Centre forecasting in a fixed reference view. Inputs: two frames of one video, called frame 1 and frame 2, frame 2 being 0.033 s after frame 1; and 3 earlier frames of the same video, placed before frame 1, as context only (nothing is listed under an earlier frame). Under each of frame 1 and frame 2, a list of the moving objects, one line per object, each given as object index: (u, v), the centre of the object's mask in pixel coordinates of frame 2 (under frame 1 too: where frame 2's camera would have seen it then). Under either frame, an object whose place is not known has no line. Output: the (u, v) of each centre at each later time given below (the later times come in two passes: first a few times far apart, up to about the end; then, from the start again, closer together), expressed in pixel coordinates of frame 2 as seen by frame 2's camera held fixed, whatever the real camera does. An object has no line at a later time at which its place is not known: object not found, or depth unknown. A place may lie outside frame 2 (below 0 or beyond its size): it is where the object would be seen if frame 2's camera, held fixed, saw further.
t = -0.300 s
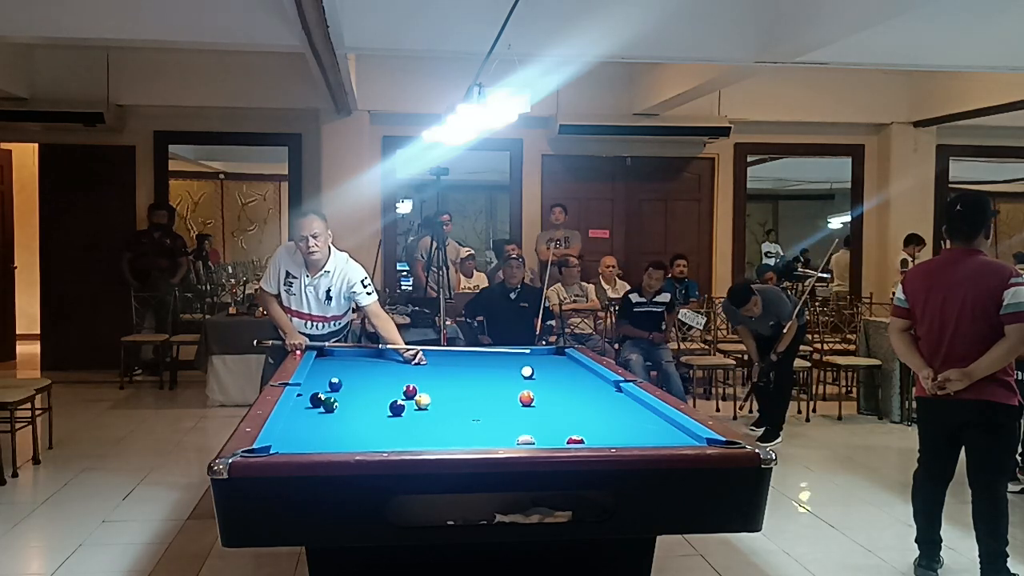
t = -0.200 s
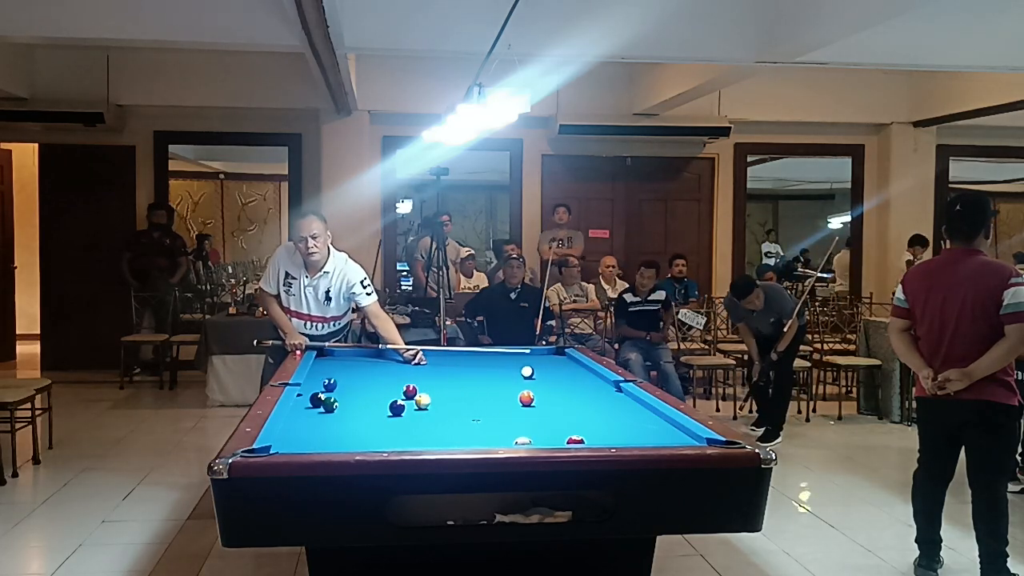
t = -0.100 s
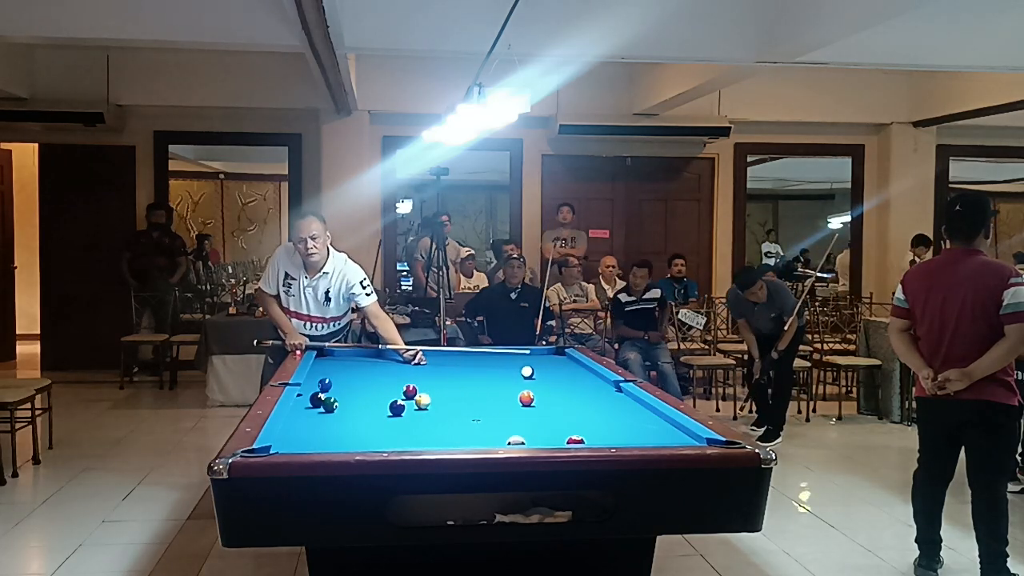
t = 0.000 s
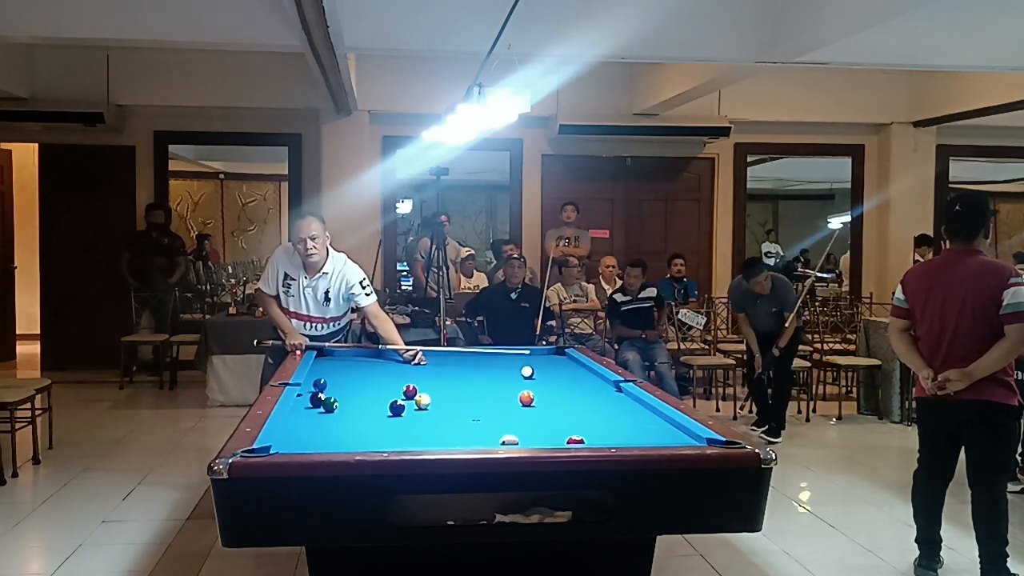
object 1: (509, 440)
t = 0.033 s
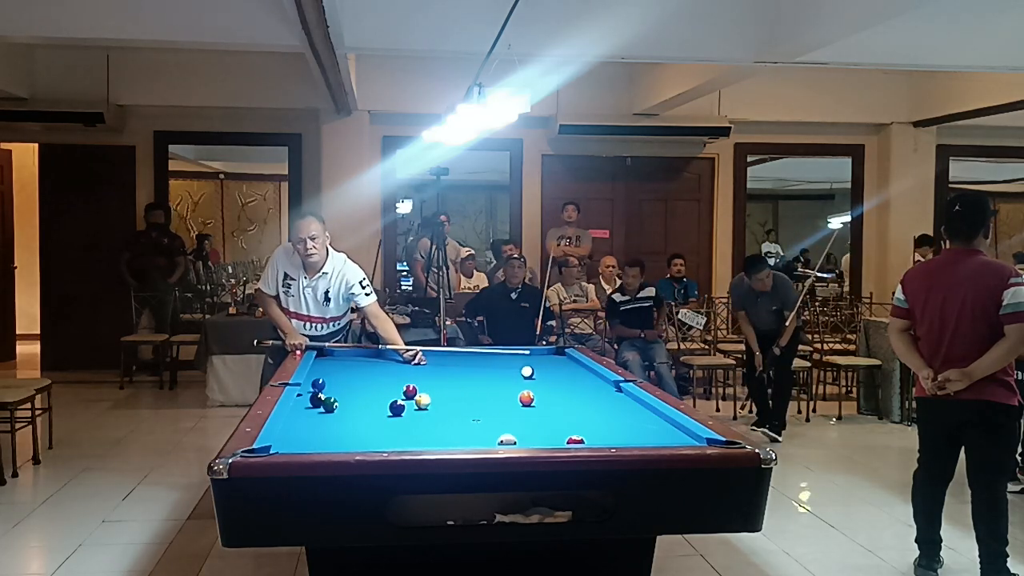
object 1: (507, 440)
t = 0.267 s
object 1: (492, 438)
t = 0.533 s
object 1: (477, 437)
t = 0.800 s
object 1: (464, 435)
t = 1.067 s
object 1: (452, 433)
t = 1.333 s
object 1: (441, 431)
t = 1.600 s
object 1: (433, 429)
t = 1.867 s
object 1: (425, 428)
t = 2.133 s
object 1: (419, 427)
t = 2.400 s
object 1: (414, 426)
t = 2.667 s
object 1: (410, 425)
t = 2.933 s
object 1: (407, 425)
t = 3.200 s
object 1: (406, 425)
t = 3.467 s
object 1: (406, 425)
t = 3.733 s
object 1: (406, 425)
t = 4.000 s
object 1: (406, 425)
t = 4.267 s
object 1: (406, 425)
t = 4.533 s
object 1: (406, 425)
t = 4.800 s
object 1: (406, 425)
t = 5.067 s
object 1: (406, 425)
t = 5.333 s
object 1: (406, 425)
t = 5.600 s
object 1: (406, 425)
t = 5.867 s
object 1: (406, 425)
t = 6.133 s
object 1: (407, 425)
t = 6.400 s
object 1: (406, 425)
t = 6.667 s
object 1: (406, 425)
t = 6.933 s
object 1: (406, 425)
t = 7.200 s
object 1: (407, 425)
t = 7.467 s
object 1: (407, 425)
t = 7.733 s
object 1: (407, 425)
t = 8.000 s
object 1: (406, 425)
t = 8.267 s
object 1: (407, 425)
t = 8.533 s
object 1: (407, 425)
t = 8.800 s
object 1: (406, 425)
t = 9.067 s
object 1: (406, 425)
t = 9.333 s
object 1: (407, 425)
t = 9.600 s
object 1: (407, 425)
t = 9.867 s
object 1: (407, 425)
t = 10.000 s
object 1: (407, 425)
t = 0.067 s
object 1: (505, 440)
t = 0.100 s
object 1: (502, 439)
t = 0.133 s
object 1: (500, 439)
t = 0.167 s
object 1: (498, 439)
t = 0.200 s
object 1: (496, 439)
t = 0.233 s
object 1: (494, 438)
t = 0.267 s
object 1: (492, 438)
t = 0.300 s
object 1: (490, 438)
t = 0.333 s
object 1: (488, 438)
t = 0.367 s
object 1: (486, 438)
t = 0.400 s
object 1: (484, 438)
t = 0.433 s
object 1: (483, 437)
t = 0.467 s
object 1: (481, 437)
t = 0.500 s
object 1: (479, 437)
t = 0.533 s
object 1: (477, 437)
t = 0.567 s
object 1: (475, 437)
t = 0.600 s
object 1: (473, 437)
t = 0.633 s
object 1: (472, 436)
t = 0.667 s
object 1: (470, 436)
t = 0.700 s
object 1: (468, 436)
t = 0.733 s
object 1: (467, 436)
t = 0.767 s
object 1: (465, 436)
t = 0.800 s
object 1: (464, 435)
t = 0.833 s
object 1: (462, 435)
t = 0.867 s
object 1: (461, 435)
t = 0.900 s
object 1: (459, 434)
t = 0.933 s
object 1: (457, 434)
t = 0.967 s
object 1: (456, 434)
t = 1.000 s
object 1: (455, 434)
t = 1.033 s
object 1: (453, 433)
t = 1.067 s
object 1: (452, 433)
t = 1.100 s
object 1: (451, 433)
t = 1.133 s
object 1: (449, 433)
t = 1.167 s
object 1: (448, 432)
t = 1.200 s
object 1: (447, 432)
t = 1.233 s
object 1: (445, 432)
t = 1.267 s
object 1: (444, 432)
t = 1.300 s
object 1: (443, 431)
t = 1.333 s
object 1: (441, 431)
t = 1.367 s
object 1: (440, 431)
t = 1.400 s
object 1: (439, 431)
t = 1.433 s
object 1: (438, 430)
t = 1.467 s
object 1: (437, 430)
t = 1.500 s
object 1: (436, 430)
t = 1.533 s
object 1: (435, 430)
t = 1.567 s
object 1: (434, 430)
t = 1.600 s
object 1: (433, 429)
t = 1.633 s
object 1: (432, 429)
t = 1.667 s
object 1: (431, 429)
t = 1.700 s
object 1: (430, 429)
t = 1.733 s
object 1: (429, 429)
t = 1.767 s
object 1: (428, 428)
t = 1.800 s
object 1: (427, 428)
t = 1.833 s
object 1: (426, 428)
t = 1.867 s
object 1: (425, 428)
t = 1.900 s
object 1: (424, 428)
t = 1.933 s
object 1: (423, 428)
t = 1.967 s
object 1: (423, 428)
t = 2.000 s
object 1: (422, 427)
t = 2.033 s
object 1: (421, 427)
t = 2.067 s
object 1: (420, 427)
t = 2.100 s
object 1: (420, 427)
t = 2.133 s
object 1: (419, 427)
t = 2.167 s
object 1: (418, 427)
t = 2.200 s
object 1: (418, 427)
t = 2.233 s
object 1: (417, 426)
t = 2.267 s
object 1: (416, 426)
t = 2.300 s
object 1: (415, 427)
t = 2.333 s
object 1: (415, 426)
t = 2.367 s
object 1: (414, 426)
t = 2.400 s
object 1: (414, 426)
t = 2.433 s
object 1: (413, 426)
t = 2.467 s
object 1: (413, 426)
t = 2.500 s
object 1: (412, 426)
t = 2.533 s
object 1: (412, 426)
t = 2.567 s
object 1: (411, 426)
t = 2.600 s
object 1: (411, 425)
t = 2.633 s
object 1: (410, 426)
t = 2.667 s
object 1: (410, 425)
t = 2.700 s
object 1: (410, 425)
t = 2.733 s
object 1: (409, 425)
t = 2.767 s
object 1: (409, 425)
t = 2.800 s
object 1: (409, 425)
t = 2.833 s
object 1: (408, 425)
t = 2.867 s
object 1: (408, 425)
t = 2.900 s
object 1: (408, 425)
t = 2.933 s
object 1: (407, 425)
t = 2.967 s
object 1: (407, 425)
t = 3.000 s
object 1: (407, 425)
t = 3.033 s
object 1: (407, 425)
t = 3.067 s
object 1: (407, 425)
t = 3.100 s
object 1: (406, 425)
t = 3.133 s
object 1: (406, 425)
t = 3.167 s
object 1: (406, 425)
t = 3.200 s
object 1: (406, 425)
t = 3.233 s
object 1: (406, 425)
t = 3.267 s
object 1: (406, 425)
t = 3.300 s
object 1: (406, 425)
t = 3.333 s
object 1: (406, 425)
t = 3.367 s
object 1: (406, 425)
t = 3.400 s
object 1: (406, 425)
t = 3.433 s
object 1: (406, 425)
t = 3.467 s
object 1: (406, 425)
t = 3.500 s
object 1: (406, 425)
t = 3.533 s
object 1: (406, 425)
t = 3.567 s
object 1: (406, 425)
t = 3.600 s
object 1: (406, 425)
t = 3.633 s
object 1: (406, 425)
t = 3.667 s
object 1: (406, 425)
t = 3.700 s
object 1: (406, 425)
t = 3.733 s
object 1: (406, 425)
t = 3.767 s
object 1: (406, 425)
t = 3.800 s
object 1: (406, 425)
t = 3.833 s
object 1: (406, 425)
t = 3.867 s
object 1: (406, 425)
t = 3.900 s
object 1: (406, 425)
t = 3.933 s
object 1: (406, 425)
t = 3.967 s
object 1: (406, 425)
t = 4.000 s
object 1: (406, 425)
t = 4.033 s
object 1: (406, 425)
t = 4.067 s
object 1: (406, 425)
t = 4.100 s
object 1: (406, 425)
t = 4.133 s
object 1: (406, 425)
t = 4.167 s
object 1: (406, 425)
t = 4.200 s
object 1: (406, 425)
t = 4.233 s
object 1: (406, 425)
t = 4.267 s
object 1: (406, 425)
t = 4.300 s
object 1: (406, 425)
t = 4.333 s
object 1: (406, 425)
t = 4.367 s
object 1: (406, 425)
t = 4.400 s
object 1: (406, 425)
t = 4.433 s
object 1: (406, 425)
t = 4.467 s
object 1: (406, 425)
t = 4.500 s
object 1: (406, 425)
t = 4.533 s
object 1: (406, 425)
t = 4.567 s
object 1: (406, 425)
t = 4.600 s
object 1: (406, 425)
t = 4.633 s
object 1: (406, 425)
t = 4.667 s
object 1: (406, 425)
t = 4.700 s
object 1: (406, 425)
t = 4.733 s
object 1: (406, 425)
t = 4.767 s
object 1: (406, 425)
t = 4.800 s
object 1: (406, 425)
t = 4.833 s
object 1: (406, 425)
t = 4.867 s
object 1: (406, 425)
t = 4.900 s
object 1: (406, 425)
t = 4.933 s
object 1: (406, 425)
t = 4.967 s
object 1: (406, 425)
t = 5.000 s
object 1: (407, 425)
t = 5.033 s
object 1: (406, 425)
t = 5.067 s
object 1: (406, 425)
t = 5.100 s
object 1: (406, 425)
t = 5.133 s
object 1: (406, 425)
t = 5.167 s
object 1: (406, 425)
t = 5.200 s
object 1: (406, 425)
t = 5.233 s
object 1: (406, 425)
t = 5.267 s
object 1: (406, 425)
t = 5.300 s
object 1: (406, 425)
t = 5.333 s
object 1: (406, 425)
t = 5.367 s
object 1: (406, 425)
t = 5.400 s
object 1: (406, 425)
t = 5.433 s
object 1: (406, 425)
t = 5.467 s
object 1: (406, 425)
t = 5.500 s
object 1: (406, 425)
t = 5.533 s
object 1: (406, 425)
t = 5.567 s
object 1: (406, 425)
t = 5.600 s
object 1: (406, 425)
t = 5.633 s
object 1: (406, 425)
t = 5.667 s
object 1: (406, 425)
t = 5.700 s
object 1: (406, 425)
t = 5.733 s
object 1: (406, 425)
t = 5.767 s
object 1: (406, 425)
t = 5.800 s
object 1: (406, 425)
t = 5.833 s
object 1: (406, 425)
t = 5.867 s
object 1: (406, 425)
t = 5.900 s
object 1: (406, 425)
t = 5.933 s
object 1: (406, 425)
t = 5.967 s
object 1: (406, 425)
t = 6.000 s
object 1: (406, 425)
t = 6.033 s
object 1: (406, 425)
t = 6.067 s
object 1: (406, 425)
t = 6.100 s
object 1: (406, 425)
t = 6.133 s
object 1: (407, 425)
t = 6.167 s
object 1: (406, 425)
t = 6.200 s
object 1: (406, 425)
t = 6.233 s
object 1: (406, 425)
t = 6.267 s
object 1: (407, 425)
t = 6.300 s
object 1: (407, 425)
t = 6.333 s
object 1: (407, 425)
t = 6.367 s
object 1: (406, 425)
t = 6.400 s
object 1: (406, 425)
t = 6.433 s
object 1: (406, 425)
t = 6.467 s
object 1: (406, 425)
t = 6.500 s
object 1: (406, 425)
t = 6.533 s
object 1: (406, 425)
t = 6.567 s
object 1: (406, 425)
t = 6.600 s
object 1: (406, 425)
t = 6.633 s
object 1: (406, 425)
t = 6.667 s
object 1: (406, 425)
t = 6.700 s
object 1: (406, 425)
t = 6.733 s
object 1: (406, 425)
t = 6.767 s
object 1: (406, 425)
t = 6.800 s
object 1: (406, 425)
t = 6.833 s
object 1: (406, 425)
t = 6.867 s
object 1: (406, 425)
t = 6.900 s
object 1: (406, 425)
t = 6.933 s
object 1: (406, 425)
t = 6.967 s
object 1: (406, 425)
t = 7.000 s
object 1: (406, 425)
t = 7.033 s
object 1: (406, 425)
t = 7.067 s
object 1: (406, 425)
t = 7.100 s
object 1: (406, 425)
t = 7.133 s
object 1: (406, 425)
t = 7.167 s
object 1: (407, 425)
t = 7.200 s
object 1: (407, 425)
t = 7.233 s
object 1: (407, 425)
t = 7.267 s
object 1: (407, 425)
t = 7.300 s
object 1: (407, 425)
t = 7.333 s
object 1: (407, 425)
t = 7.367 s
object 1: (406, 425)
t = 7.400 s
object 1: (407, 425)
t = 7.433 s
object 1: (407, 425)
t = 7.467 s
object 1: (407, 425)
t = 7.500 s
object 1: (407, 425)
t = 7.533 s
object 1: (407, 425)
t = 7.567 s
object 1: (407, 425)
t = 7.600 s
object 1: (406, 425)
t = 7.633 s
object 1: (407, 425)
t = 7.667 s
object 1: (407, 425)
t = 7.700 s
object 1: (407, 425)
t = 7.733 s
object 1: (407, 425)
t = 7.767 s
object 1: (407, 425)
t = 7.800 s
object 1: (407, 425)
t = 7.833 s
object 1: (406, 425)
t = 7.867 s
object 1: (406, 425)
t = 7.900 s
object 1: (406, 425)
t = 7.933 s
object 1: (406, 425)
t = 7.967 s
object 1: (406, 425)
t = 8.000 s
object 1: (406, 425)
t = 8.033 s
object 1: (406, 425)
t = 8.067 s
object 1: (406, 425)
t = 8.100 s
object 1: (407, 425)
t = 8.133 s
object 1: (406, 425)
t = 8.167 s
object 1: (407, 425)
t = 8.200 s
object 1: (407, 425)
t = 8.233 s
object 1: (406, 425)
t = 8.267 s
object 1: (407, 425)
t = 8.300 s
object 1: (407, 425)
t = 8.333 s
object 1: (407, 425)
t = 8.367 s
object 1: (406, 425)
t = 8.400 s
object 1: (407, 425)
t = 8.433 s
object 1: (407, 425)
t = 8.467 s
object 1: (407, 425)
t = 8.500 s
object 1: (407, 425)
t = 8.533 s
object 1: (407, 425)
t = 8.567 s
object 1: (407, 425)
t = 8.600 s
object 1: (406, 425)
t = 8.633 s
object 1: (407, 425)
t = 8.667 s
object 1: (407, 425)
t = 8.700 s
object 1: (406, 425)
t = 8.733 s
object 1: (406, 425)
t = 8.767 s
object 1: (406, 425)
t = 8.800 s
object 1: (406, 425)
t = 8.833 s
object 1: (406, 425)
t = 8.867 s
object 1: (406, 425)
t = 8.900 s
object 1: (406, 425)
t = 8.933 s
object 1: (404, 421)
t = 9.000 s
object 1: (406, 426)
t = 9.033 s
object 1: (406, 425)
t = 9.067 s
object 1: (406, 425)
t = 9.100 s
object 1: (406, 425)
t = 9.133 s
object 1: (406, 425)
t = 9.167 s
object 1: (406, 425)
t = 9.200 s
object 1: (406, 425)
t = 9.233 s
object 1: (407, 425)
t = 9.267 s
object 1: (407, 425)
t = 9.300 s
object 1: (407, 425)
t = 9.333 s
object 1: (407, 425)
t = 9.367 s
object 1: (407, 425)
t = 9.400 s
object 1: (407, 425)
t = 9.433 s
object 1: (406, 425)
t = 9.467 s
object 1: (407, 425)
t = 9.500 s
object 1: (407, 425)
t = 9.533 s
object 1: (407, 425)
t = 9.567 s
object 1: (407, 425)
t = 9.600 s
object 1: (407, 425)
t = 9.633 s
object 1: (407, 425)
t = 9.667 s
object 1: (407, 425)
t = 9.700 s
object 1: (407, 425)
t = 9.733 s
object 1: (407, 425)
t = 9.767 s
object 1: (407, 425)
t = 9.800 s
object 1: (407, 425)
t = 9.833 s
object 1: (407, 425)
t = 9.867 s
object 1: (407, 425)
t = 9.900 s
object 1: (407, 425)
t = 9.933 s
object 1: (407, 425)
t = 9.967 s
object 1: (407, 425)
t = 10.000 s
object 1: (407, 425)
